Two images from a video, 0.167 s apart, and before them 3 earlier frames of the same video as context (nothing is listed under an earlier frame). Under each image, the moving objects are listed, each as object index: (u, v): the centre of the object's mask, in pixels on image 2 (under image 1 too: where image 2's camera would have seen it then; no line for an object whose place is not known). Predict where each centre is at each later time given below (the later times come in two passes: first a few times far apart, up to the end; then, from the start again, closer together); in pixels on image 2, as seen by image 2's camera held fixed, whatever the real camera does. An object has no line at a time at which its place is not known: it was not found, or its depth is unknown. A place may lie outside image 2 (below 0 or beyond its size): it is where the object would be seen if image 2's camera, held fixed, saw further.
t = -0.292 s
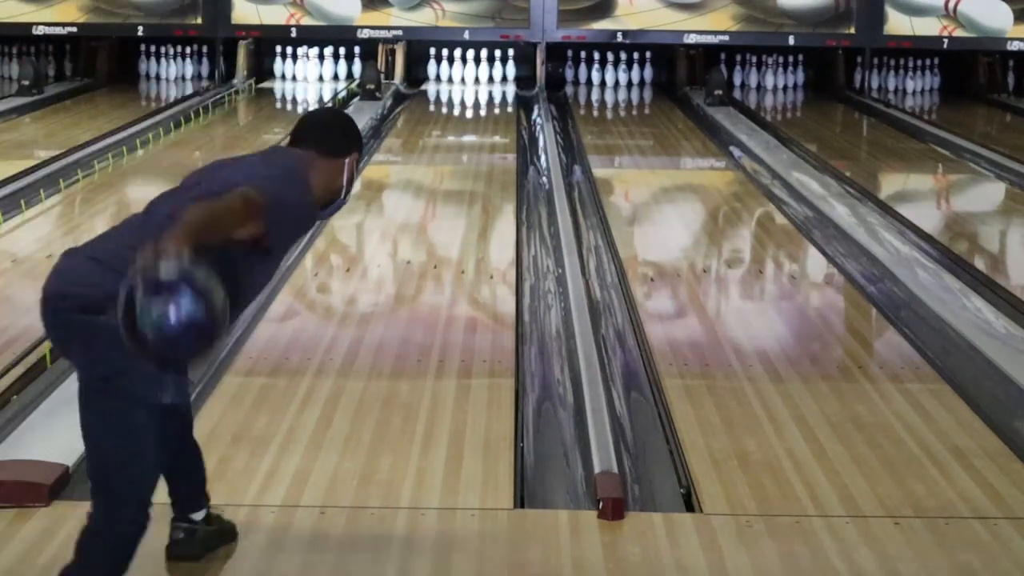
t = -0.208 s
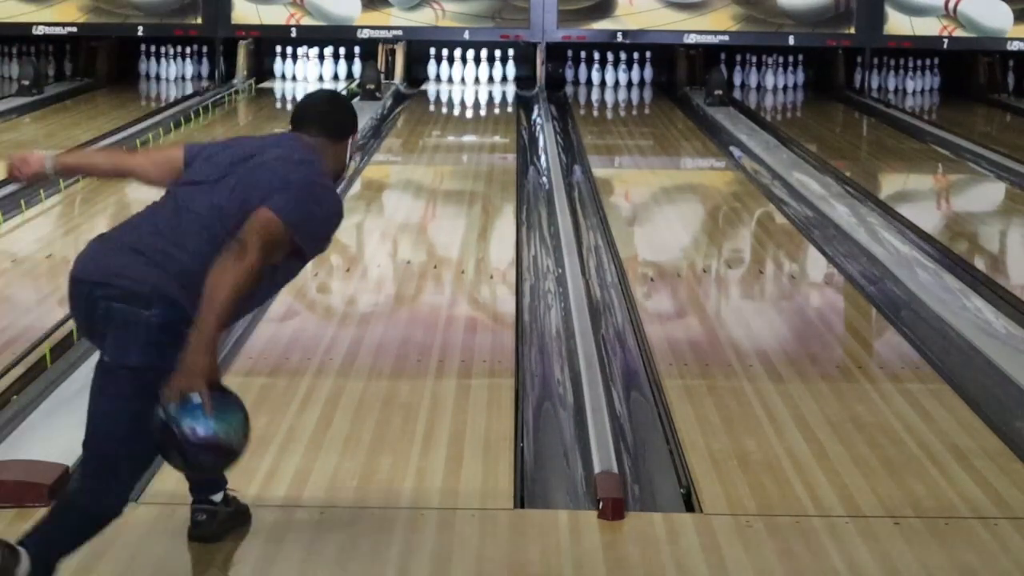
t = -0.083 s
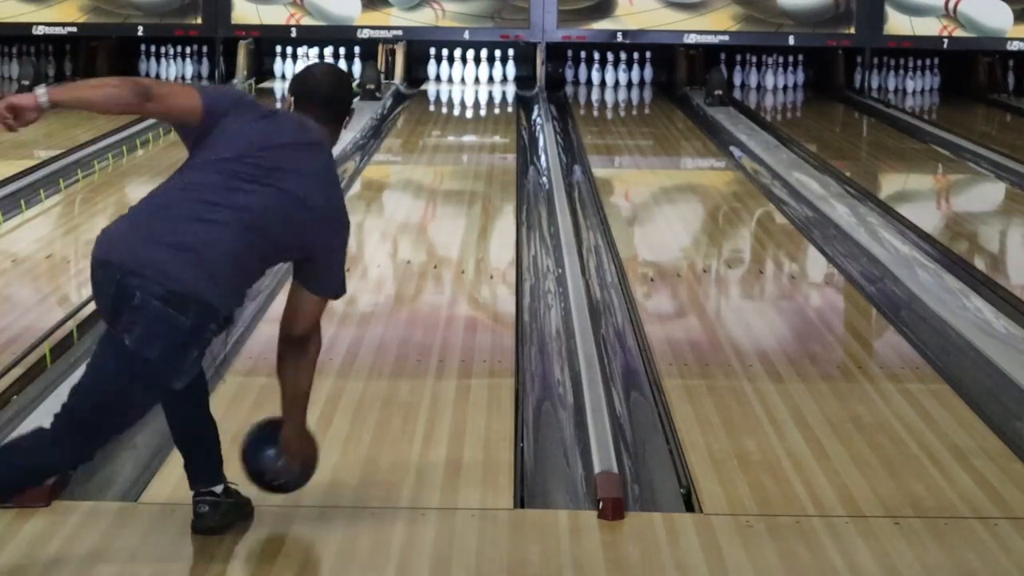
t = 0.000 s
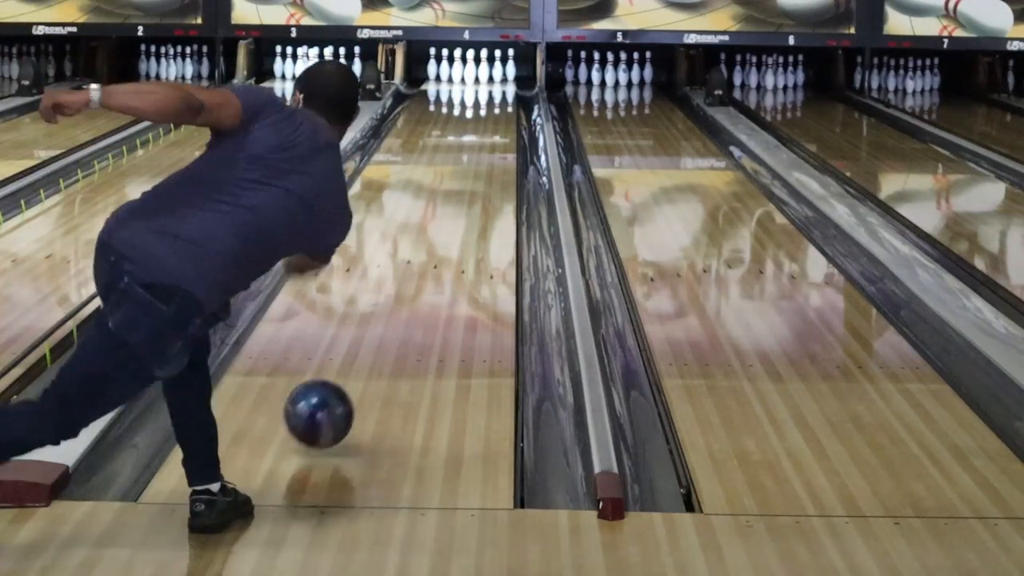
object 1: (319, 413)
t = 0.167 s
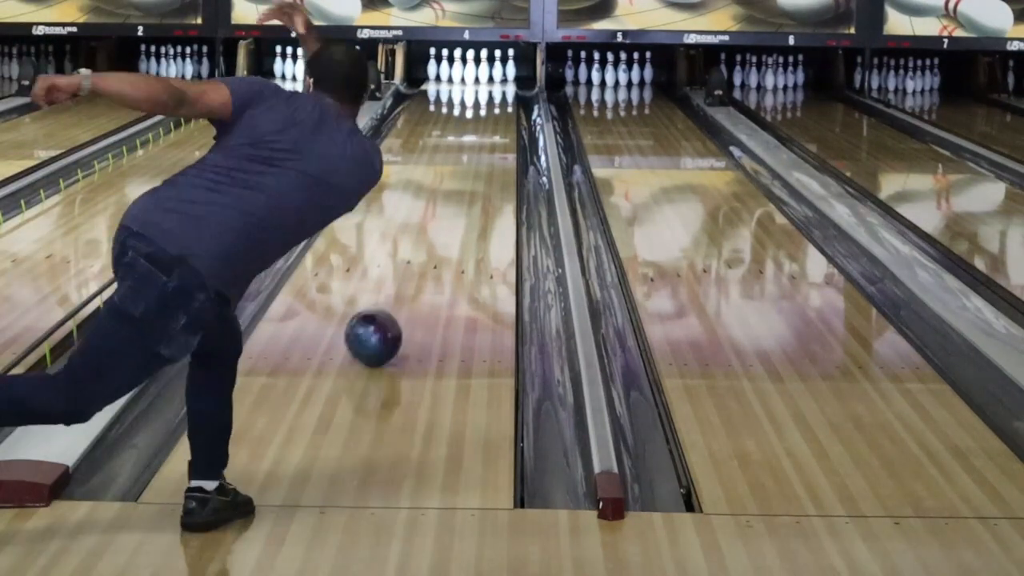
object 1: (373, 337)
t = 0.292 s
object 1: (403, 290)
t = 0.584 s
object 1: (449, 217)
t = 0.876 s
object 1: (477, 169)
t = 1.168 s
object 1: (494, 138)
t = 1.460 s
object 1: (503, 113)
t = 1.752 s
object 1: (498, 95)
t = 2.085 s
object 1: (480, 79)
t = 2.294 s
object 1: (474, 73)
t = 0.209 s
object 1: (384, 320)
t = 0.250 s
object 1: (394, 304)
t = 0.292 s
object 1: (403, 290)
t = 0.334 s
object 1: (411, 277)
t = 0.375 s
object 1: (419, 265)
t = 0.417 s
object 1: (425, 254)
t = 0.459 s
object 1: (432, 244)
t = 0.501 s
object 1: (438, 234)
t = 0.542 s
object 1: (443, 225)
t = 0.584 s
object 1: (449, 217)
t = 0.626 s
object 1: (454, 209)
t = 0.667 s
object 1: (458, 202)
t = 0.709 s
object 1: (463, 195)
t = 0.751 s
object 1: (466, 188)
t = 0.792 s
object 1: (470, 182)
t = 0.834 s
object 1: (474, 175)
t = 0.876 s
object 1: (477, 169)
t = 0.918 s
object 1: (480, 164)
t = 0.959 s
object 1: (483, 159)
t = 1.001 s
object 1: (485, 154)
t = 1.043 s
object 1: (488, 149)
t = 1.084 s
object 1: (490, 145)
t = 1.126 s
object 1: (493, 141)
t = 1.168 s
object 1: (494, 138)
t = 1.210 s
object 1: (496, 133)
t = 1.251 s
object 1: (498, 129)
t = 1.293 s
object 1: (499, 127)
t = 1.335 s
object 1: (501, 123)
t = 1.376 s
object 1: (501, 119)
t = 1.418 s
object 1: (502, 116)
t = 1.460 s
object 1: (503, 113)
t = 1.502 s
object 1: (503, 110)
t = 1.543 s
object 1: (504, 105)
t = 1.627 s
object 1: (502, 101)
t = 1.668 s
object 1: (500, 99)
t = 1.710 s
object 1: (499, 97)
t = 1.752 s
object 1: (498, 95)
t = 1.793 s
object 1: (496, 93)
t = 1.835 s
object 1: (494, 90)
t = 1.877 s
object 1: (493, 88)
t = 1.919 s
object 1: (490, 86)
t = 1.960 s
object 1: (487, 85)
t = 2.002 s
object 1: (484, 83)
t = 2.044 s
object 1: (483, 81)
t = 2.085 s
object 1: (480, 79)
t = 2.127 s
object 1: (478, 78)
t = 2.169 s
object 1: (474, 77)
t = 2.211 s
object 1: (475, 75)
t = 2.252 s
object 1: (474, 74)
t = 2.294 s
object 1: (474, 73)
